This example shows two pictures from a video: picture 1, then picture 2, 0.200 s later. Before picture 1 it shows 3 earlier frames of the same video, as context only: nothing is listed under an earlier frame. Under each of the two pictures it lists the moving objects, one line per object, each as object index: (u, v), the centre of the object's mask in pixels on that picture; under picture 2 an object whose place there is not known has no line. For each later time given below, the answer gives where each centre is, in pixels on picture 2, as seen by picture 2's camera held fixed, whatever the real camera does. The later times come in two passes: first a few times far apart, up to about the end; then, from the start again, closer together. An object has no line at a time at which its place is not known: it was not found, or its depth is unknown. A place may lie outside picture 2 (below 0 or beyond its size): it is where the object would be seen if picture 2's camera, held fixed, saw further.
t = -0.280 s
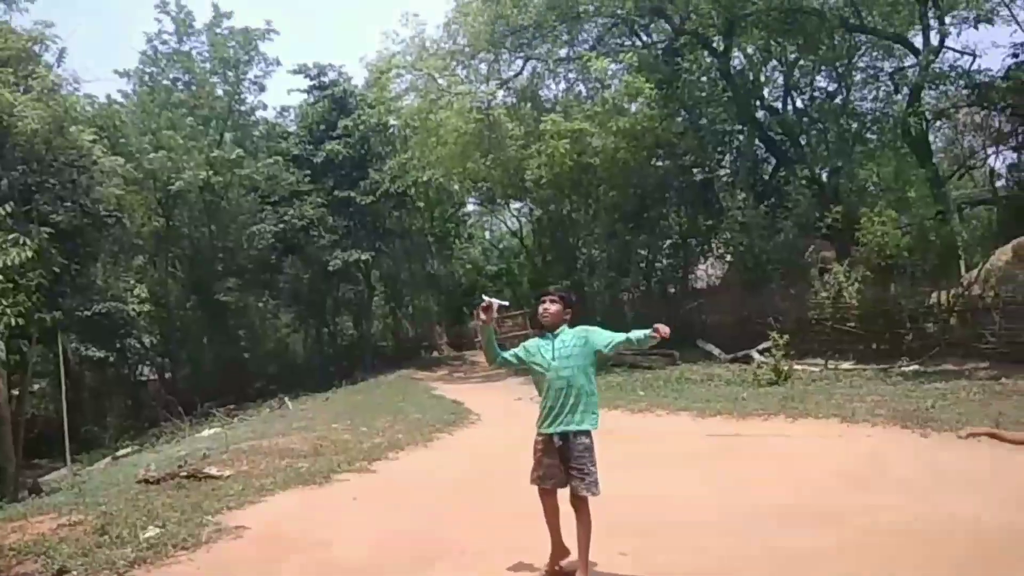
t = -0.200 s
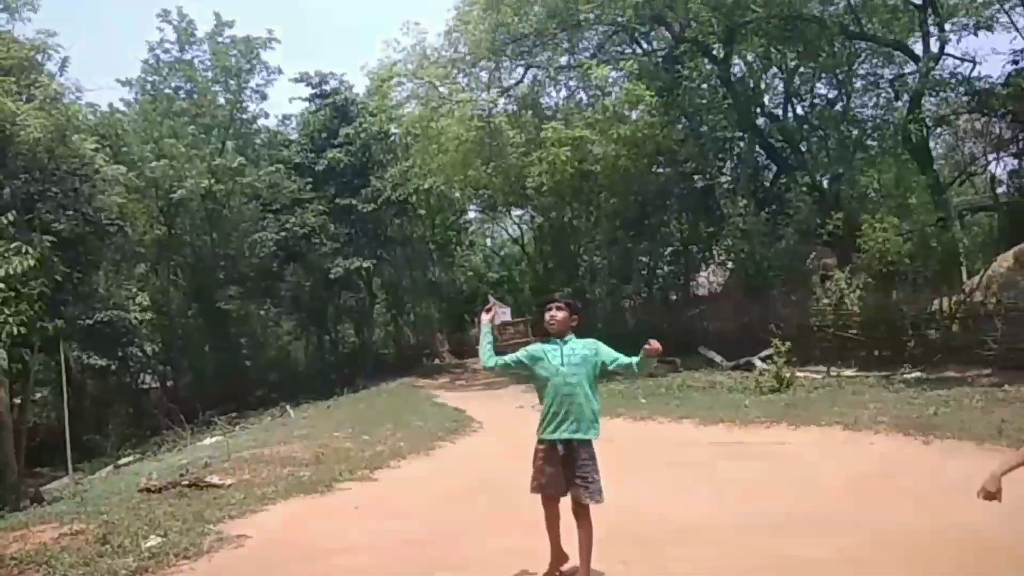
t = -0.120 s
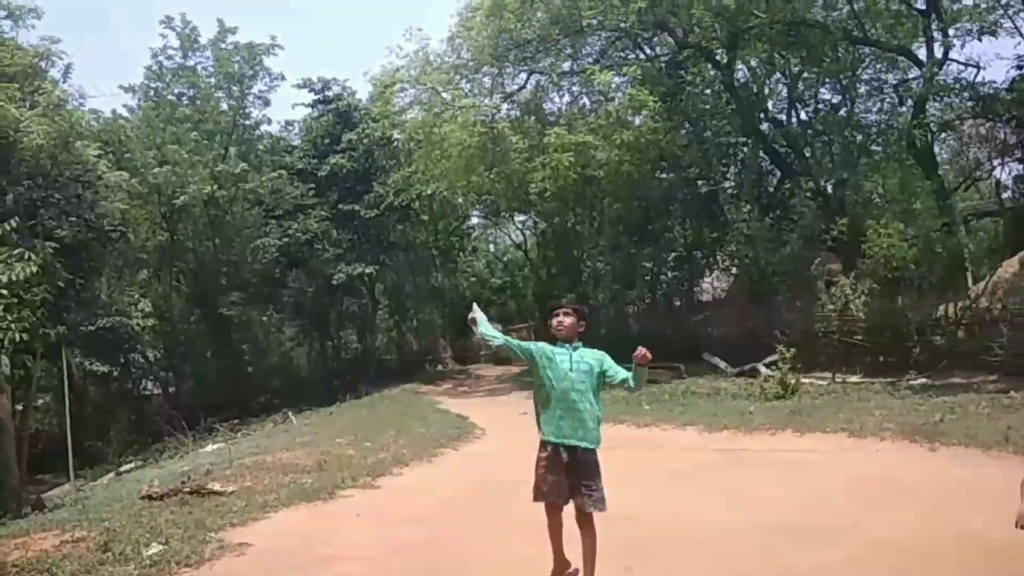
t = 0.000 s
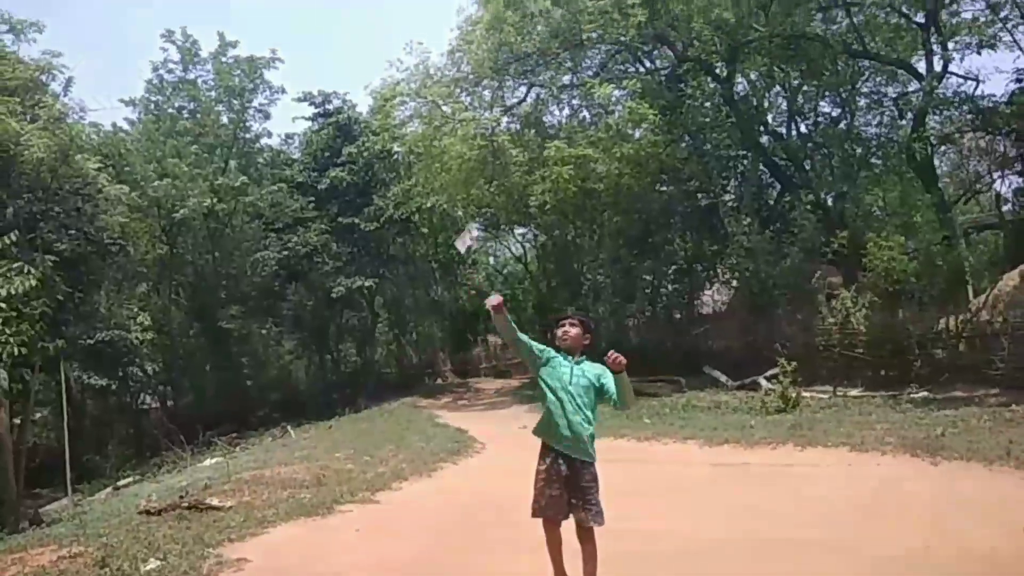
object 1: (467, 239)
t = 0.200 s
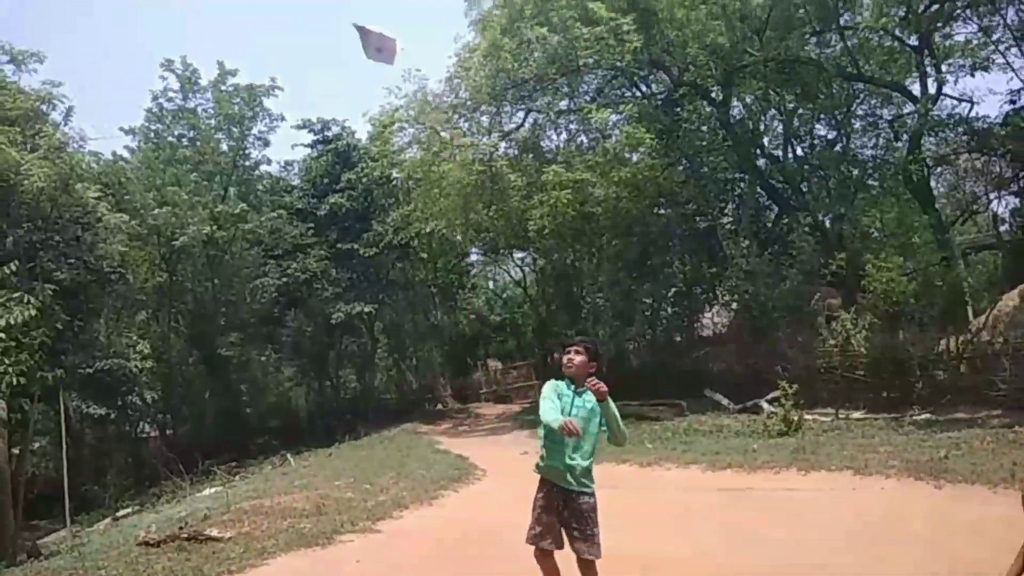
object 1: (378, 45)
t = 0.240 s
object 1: (340, 10)
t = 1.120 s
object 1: (265, 252)
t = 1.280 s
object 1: (362, 321)
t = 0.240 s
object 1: (340, 10)
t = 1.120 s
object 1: (265, 252)
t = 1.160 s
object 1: (287, 269)
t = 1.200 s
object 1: (308, 286)
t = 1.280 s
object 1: (362, 321)
